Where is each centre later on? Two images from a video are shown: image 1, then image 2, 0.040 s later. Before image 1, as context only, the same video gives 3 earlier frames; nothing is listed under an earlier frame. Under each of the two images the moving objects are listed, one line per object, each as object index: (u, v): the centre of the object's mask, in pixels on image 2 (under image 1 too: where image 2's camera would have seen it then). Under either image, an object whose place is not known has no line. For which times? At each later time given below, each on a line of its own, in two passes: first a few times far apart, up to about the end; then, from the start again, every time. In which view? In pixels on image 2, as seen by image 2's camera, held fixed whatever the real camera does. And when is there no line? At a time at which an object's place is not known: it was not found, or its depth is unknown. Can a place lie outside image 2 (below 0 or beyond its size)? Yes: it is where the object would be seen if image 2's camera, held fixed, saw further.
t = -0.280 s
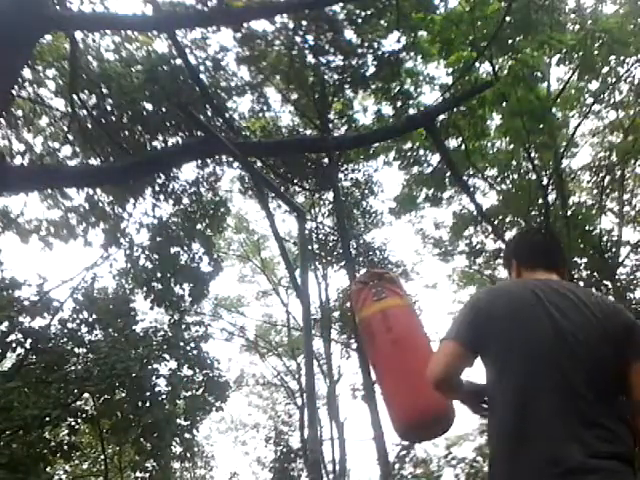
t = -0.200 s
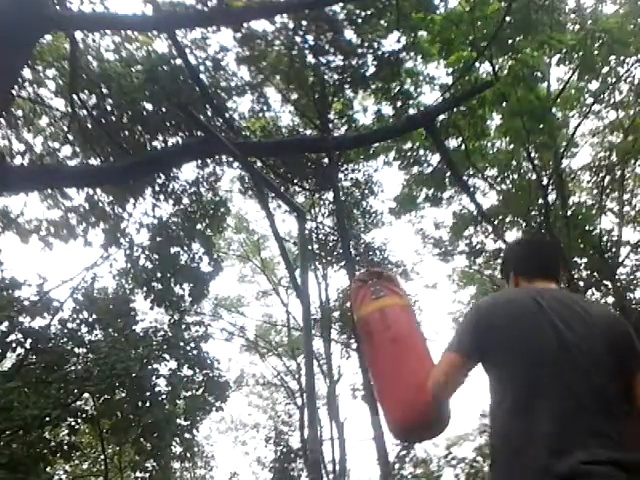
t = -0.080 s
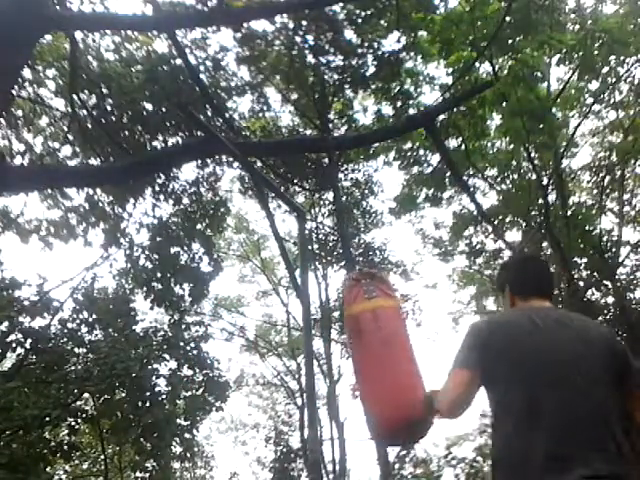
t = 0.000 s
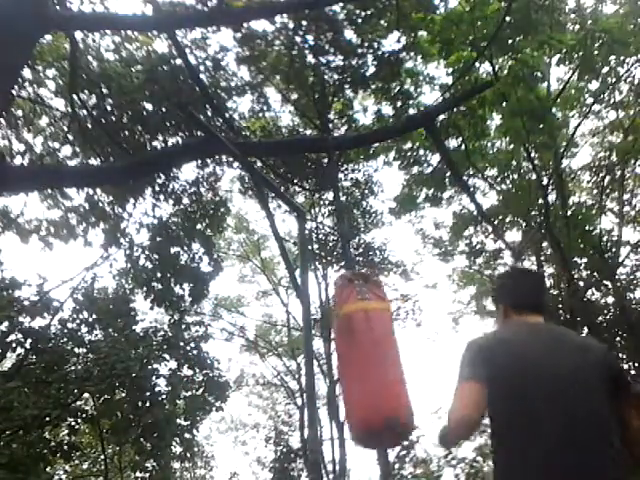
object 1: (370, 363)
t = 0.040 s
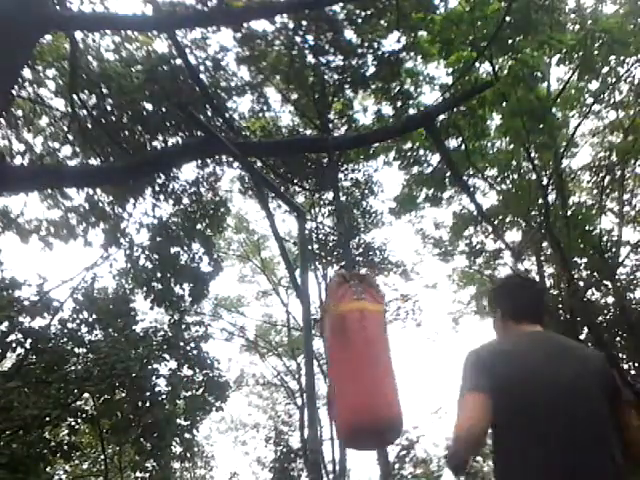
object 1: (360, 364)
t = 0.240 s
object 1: (312, 363)
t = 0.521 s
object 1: (252, 351)
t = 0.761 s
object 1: (237, 341)
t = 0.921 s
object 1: (245, 346)
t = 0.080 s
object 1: (352, 365)
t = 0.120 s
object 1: (341, 365)
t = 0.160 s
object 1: (332, 366)
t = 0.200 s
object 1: (321, 364)
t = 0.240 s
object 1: (312, 363)
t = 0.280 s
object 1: (302, 363)
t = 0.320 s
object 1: (292, 361)
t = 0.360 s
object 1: (283, 359)
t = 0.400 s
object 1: (274, 357)
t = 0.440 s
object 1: (266, 354)
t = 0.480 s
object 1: (258, 353)
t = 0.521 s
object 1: (252, 351)
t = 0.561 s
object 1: (247, 348)
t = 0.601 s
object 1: (243, 345)
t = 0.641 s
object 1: (240, 343)
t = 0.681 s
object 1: (238, 342)
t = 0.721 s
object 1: (237, 341)
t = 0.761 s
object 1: (237, 341)
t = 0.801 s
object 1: (237, 341)
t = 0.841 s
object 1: (238, 342)
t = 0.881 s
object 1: (241, 344)
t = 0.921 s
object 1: (245, 346)
